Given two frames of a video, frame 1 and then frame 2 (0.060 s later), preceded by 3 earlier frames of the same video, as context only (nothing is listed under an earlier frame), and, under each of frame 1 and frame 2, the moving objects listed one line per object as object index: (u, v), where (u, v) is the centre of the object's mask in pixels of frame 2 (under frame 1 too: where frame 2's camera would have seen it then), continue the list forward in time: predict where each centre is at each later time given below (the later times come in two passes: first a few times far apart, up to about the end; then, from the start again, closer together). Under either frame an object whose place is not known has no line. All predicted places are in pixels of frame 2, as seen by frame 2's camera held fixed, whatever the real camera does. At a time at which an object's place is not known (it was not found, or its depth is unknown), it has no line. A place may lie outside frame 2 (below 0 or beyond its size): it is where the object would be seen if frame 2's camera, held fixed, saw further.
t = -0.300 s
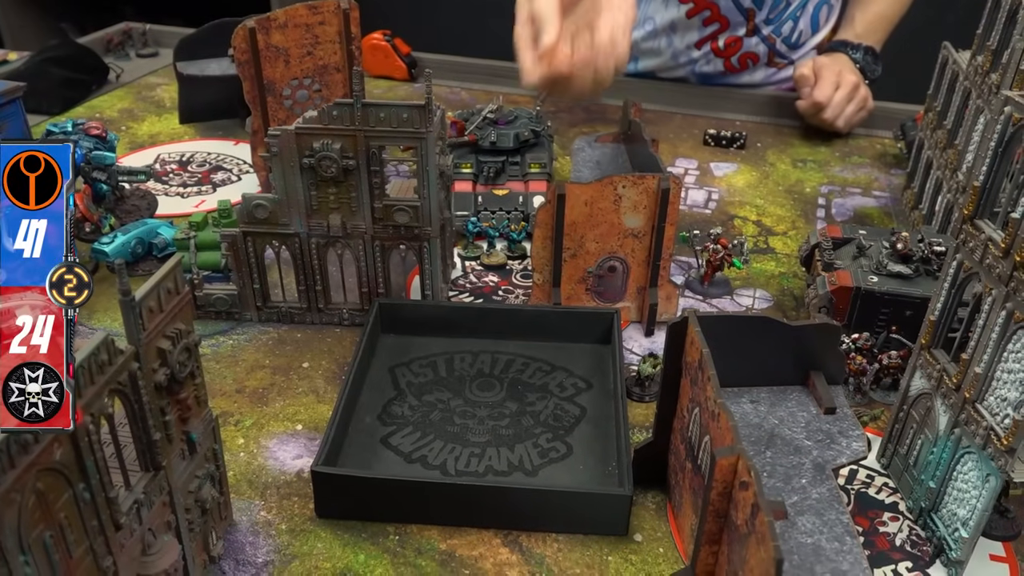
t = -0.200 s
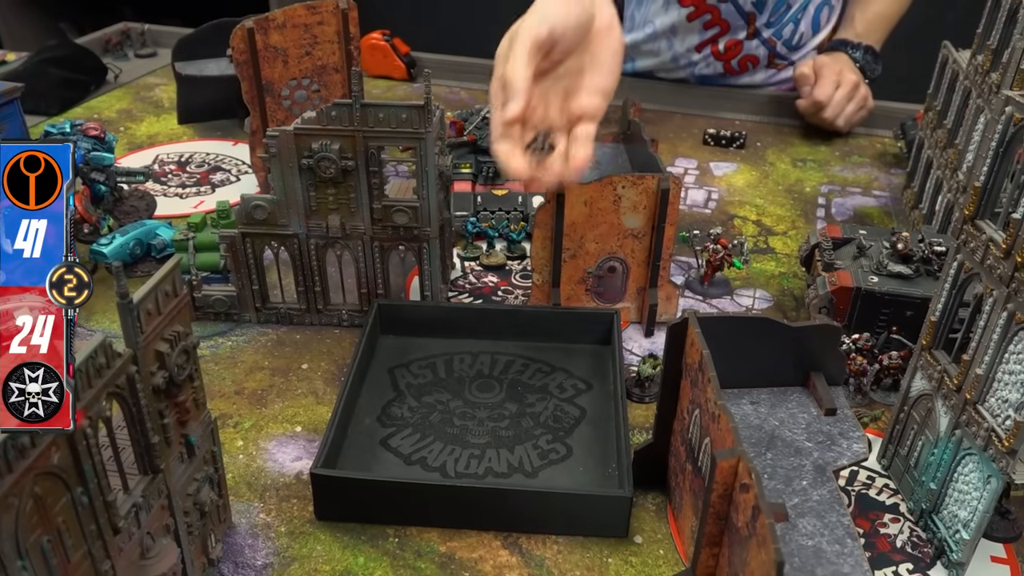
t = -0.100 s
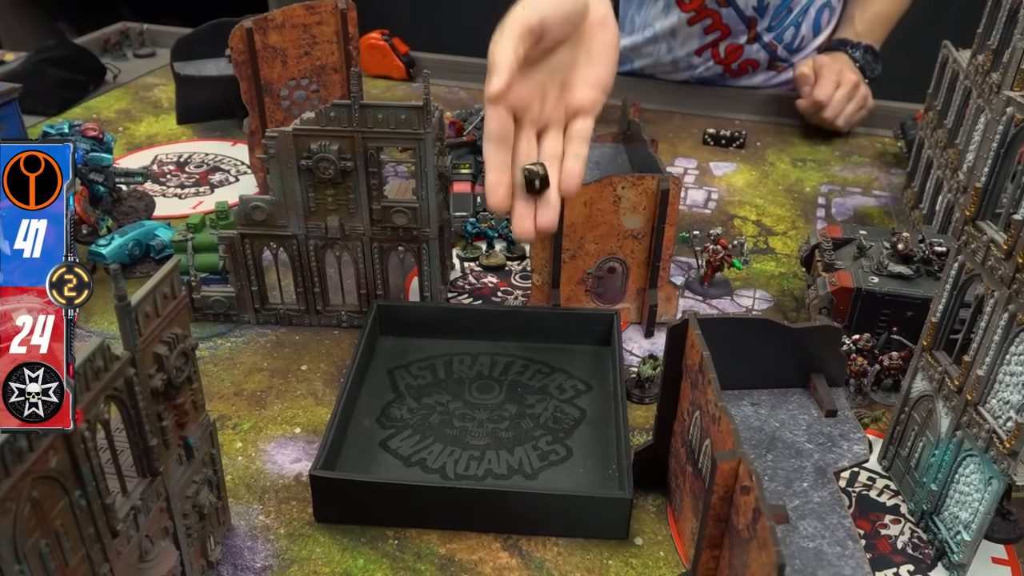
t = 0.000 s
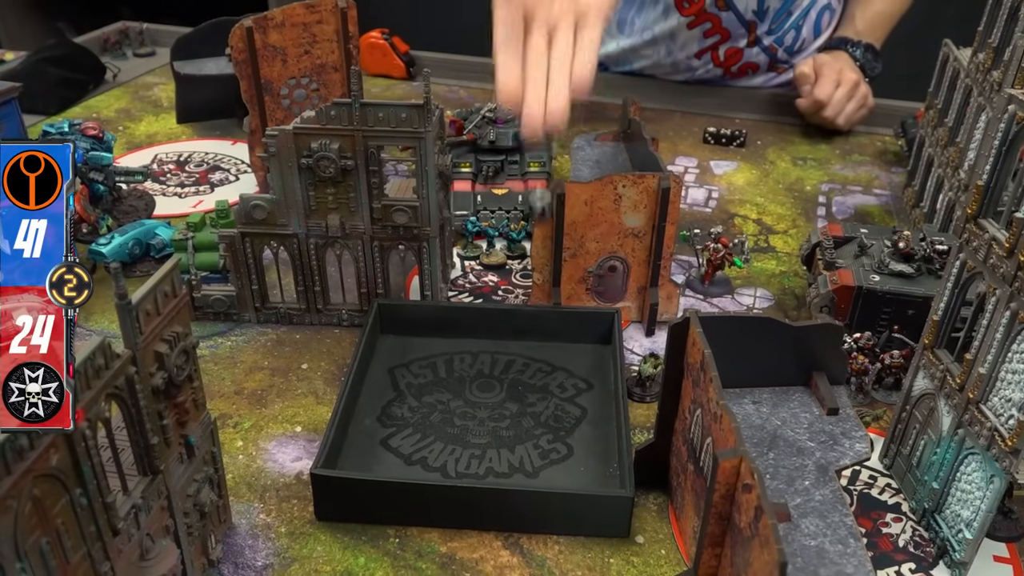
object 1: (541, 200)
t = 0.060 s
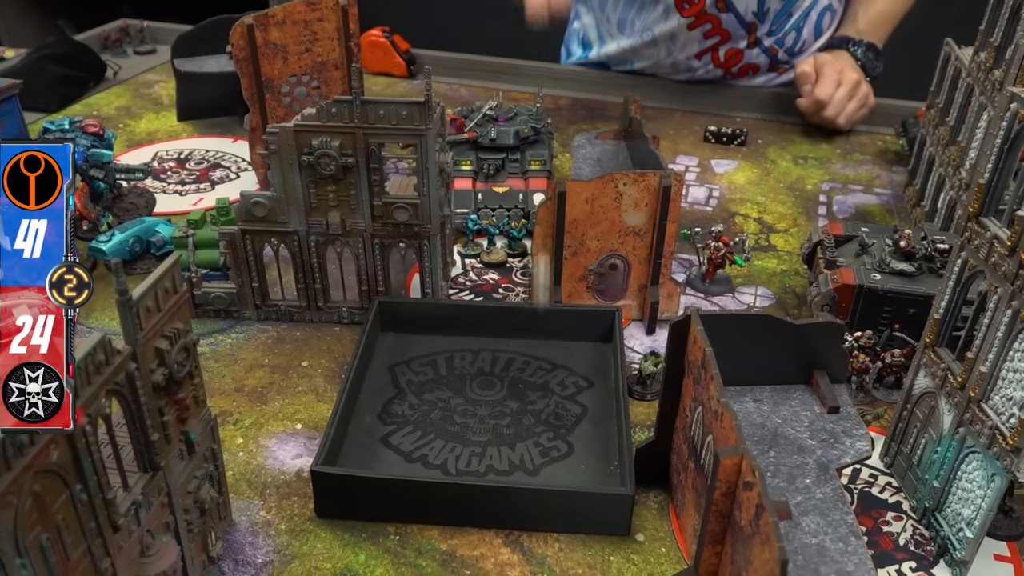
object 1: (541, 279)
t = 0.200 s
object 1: (569, 480)
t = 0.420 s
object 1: (516, 446)
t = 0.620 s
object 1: (496, 463)
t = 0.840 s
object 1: (498, 466)
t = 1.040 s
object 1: (493, 465)
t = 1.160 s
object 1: (493, 465)
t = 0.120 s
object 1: (538, 411)
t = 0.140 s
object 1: (545, 432)
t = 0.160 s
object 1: (556, 452)
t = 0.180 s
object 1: (564, 471)
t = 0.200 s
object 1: (569, 480)
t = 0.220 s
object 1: (565, 477)
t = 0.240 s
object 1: (561, 474)
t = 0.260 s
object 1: (557, 473)
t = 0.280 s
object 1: (555, 467)
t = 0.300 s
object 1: (550, 464)
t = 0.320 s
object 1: (544, 459)
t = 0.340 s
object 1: (539, 454)
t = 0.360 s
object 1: (533, 452)
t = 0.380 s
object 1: (528, 448)
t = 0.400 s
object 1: (522, 447)
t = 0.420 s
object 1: (516, 446)
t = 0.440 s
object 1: (512, 446)
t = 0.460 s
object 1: (508, 447)
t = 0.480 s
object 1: (504, 448)
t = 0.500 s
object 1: (501, 448)
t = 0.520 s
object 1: (497, 451)
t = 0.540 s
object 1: (494, 454)
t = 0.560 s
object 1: (493, 457)
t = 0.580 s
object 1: (495, 460)
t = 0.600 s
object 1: (495, 462)
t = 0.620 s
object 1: (496, 463)
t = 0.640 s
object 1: (495, 464)
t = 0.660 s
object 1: (493, 465)
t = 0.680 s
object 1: (489, 466)
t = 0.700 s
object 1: (487, 466)
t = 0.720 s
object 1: (486, 467)
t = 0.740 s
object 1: (487, 465)
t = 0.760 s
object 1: (489, 466)
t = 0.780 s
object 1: (492, 465)
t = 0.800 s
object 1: (497, 465)
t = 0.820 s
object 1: (498, 466)
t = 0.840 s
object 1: (498, 466)
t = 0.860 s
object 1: (496, 465)
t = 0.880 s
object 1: (493, 465)
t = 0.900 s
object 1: (491, 465)
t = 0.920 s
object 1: (492, 465)
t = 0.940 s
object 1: (493, 465)
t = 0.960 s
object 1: (494, 465)
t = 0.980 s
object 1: (494, 465)
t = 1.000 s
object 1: (493, 465)
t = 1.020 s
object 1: (494, 465)
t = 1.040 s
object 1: (493, 465)
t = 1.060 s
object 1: (494, 465)
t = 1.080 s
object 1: (493, 466)
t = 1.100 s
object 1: (493, 465)
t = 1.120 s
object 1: (493, 465)
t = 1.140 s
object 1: (493, 465)
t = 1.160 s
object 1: (493, 465)
